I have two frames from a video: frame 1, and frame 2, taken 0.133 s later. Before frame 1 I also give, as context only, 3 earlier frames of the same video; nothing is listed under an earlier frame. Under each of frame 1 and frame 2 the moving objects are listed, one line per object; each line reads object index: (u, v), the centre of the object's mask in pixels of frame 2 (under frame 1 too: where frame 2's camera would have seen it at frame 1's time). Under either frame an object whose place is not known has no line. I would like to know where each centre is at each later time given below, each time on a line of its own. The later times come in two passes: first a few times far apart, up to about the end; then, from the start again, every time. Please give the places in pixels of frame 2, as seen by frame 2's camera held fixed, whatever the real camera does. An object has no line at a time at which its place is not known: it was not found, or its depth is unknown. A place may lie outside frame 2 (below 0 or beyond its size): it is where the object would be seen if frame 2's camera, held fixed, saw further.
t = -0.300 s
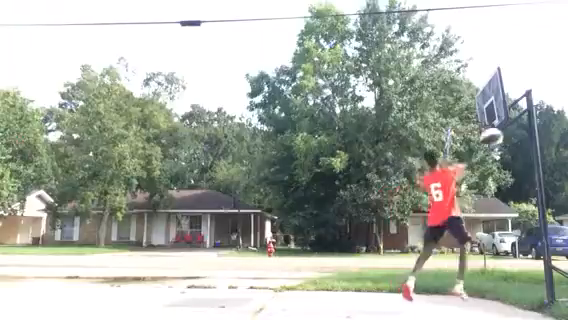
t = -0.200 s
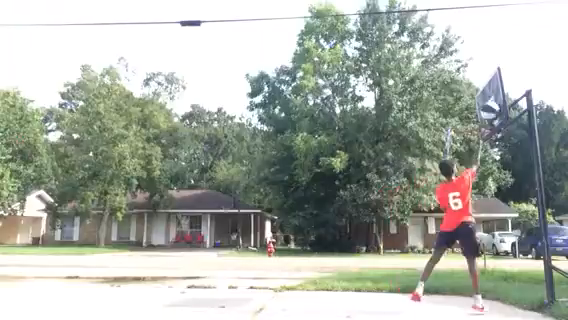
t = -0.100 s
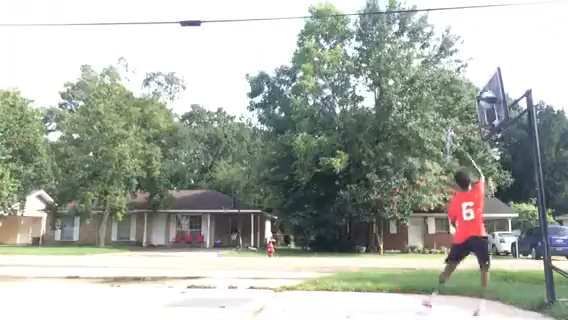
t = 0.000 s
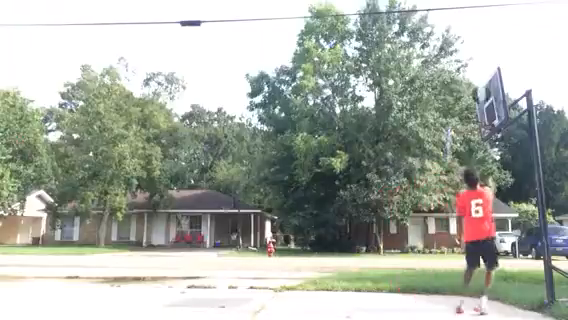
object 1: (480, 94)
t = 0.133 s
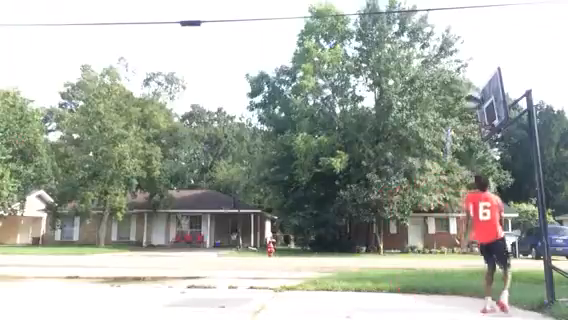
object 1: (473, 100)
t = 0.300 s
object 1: (469, 124)
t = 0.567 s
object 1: (464, 199)
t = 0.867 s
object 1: (461, 255)
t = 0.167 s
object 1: (472, 103)
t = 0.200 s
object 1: (475, 104)
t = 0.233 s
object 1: (473, 110)
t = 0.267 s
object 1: (471, 115)
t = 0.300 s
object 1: (469, 124)
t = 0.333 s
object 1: (469, 131)
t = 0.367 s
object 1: (466, 140)
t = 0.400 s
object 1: (466, 151)
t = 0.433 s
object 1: (464, 158)
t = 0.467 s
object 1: (463, 168)
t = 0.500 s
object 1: (463, 178)
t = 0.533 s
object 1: (463, 189)
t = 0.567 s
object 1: (464, 199)
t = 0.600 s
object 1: (462, 213)
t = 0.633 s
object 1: (461, 228)
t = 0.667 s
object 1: (460, 244)
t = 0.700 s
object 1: (459, 259)
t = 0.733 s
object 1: (457, 275)
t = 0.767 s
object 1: (456, 291)
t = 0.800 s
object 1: (457, 287)
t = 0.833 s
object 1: (458, 270)
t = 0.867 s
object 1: (461, 255)
